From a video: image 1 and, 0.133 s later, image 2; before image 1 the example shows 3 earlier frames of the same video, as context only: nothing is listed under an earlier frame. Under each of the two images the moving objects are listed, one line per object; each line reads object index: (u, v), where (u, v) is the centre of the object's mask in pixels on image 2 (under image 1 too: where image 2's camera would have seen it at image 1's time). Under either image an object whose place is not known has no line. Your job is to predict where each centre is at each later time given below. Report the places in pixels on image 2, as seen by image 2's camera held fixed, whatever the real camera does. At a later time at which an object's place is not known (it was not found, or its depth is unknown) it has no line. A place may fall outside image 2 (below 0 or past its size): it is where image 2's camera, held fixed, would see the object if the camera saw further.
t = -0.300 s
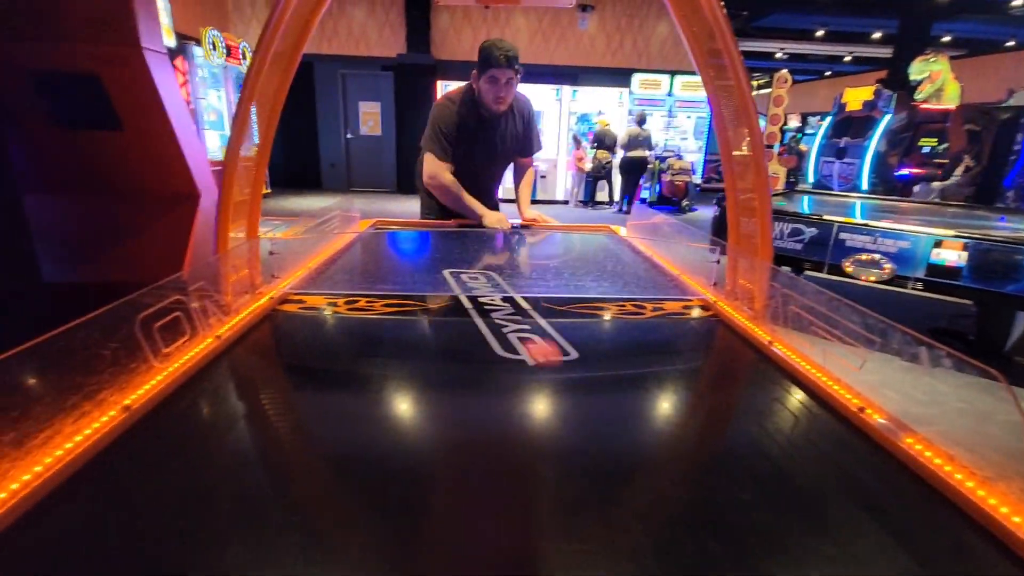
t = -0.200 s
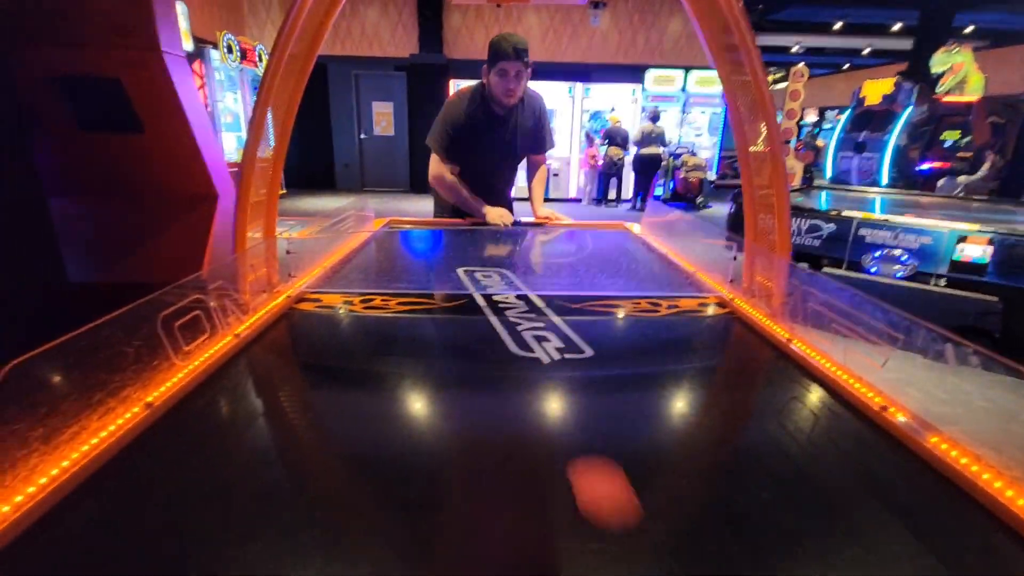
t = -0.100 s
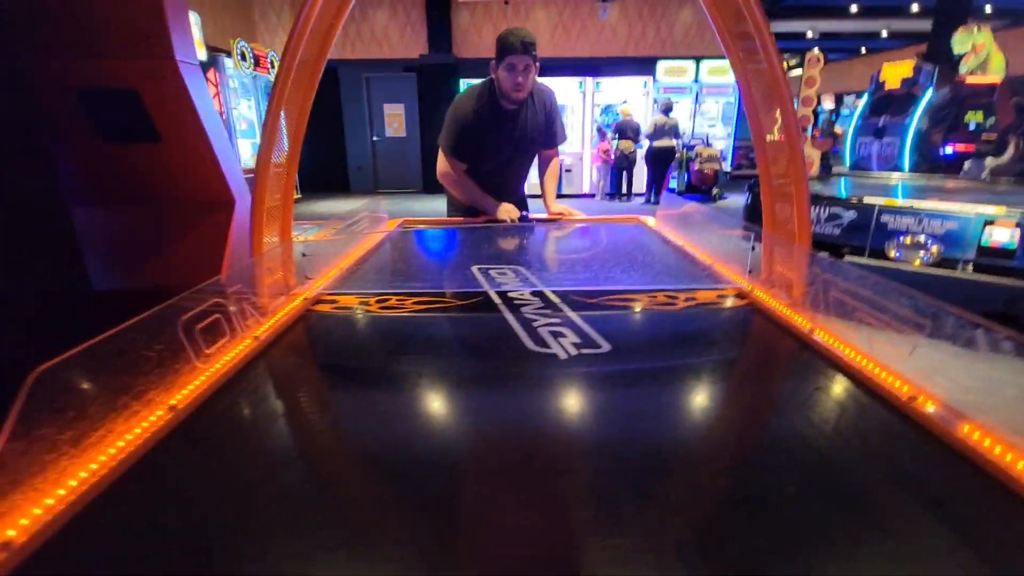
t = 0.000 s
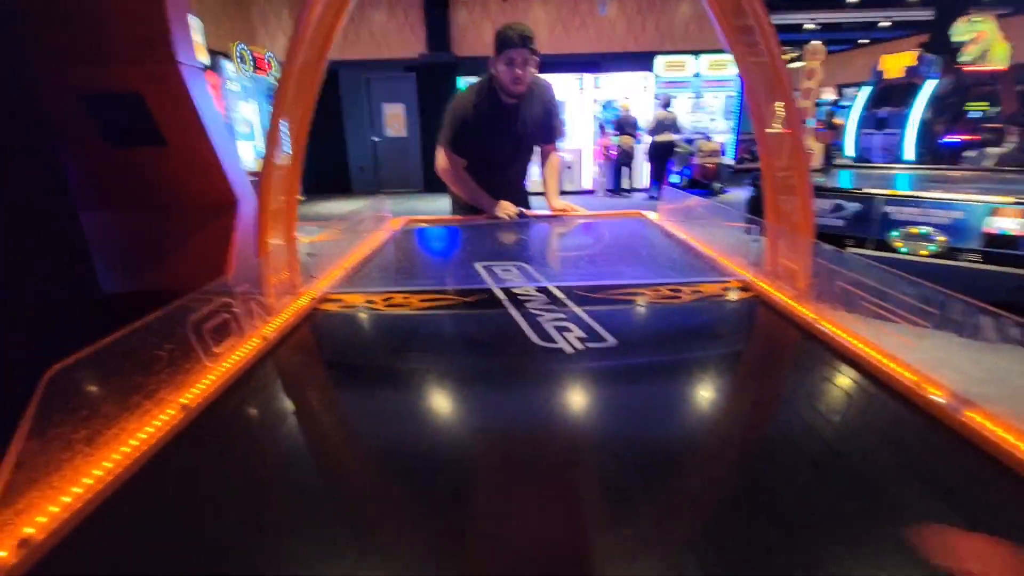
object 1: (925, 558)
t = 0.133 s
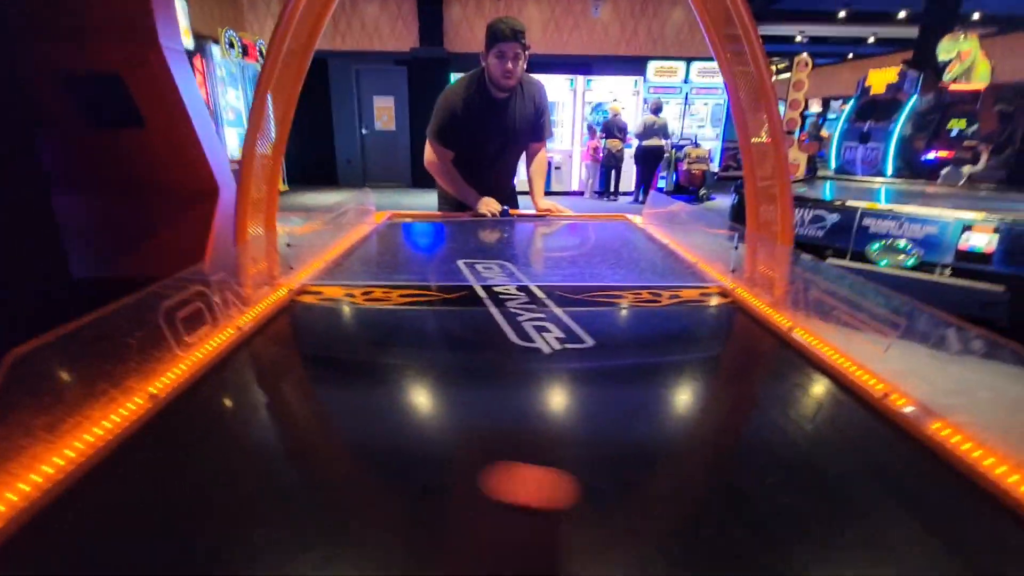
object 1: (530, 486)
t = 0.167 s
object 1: (448, 471)
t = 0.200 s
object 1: (373, 457)
